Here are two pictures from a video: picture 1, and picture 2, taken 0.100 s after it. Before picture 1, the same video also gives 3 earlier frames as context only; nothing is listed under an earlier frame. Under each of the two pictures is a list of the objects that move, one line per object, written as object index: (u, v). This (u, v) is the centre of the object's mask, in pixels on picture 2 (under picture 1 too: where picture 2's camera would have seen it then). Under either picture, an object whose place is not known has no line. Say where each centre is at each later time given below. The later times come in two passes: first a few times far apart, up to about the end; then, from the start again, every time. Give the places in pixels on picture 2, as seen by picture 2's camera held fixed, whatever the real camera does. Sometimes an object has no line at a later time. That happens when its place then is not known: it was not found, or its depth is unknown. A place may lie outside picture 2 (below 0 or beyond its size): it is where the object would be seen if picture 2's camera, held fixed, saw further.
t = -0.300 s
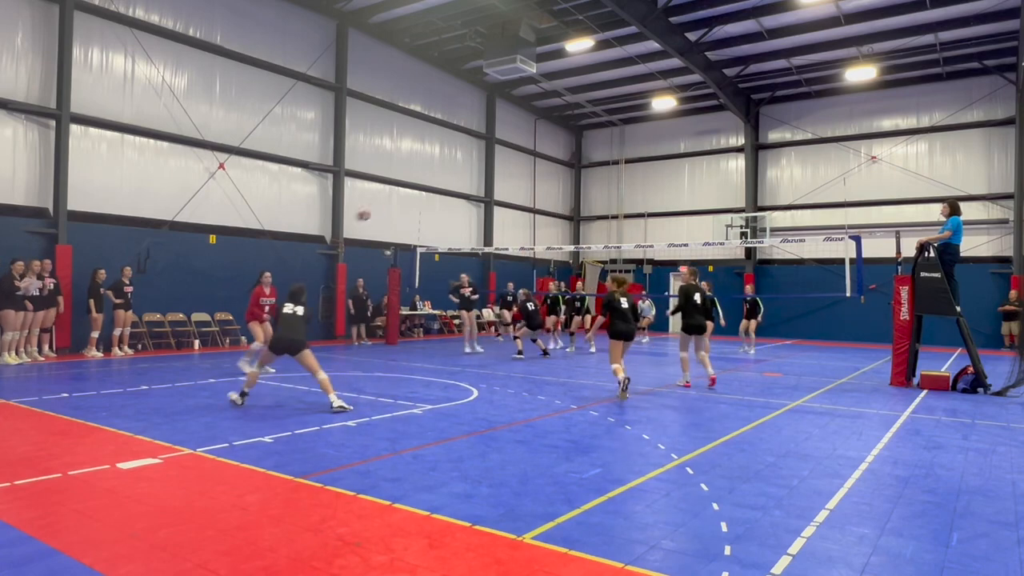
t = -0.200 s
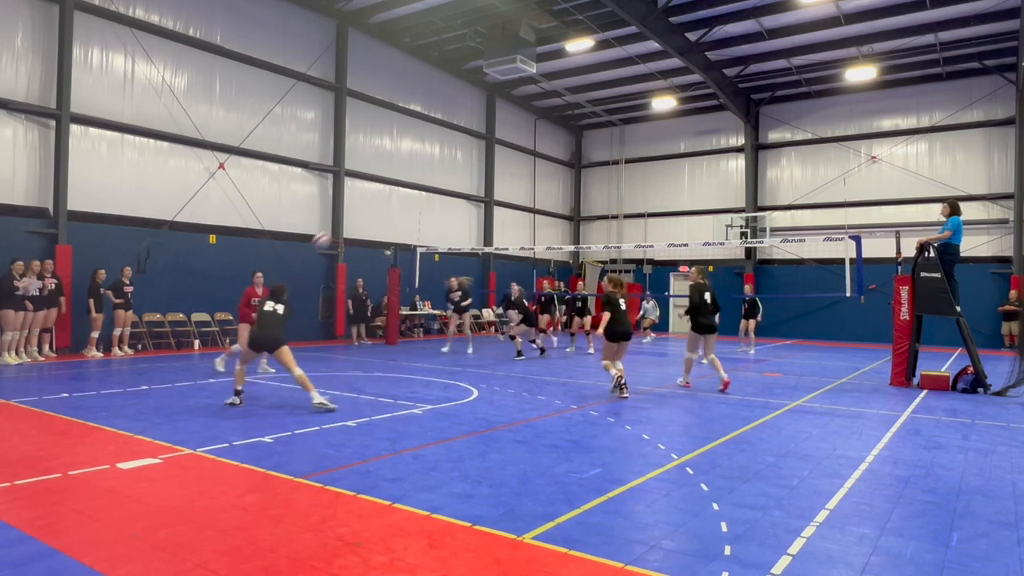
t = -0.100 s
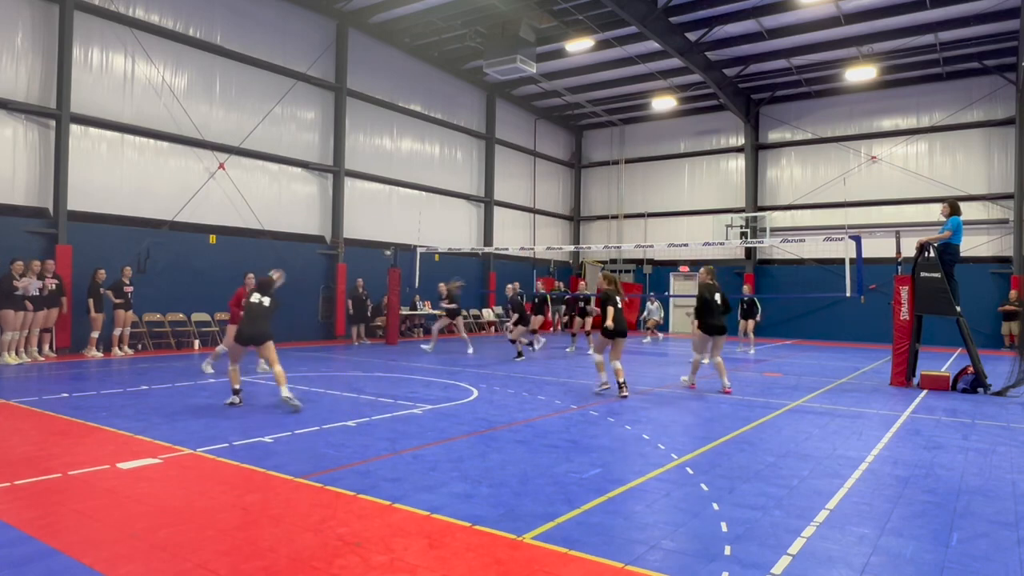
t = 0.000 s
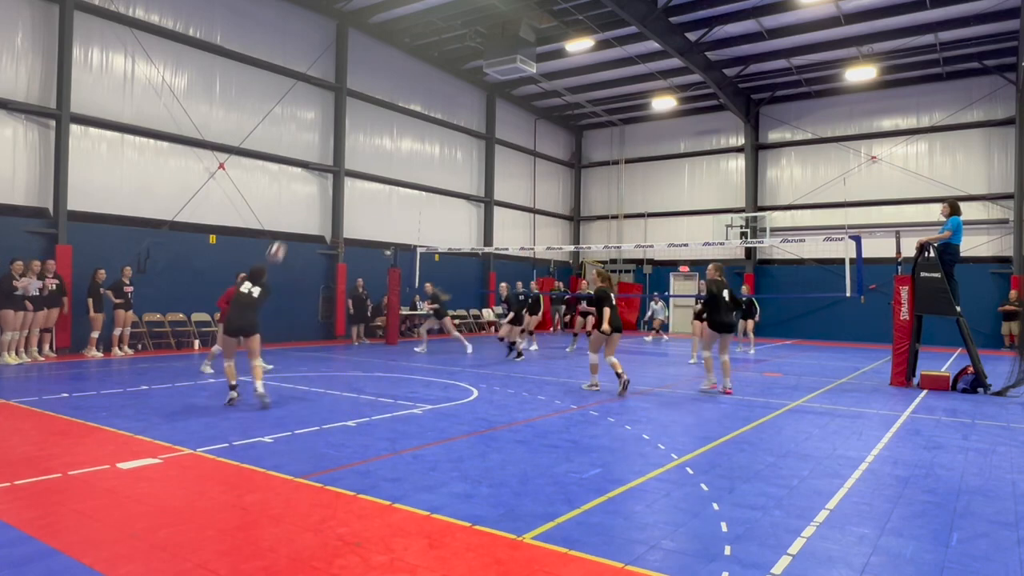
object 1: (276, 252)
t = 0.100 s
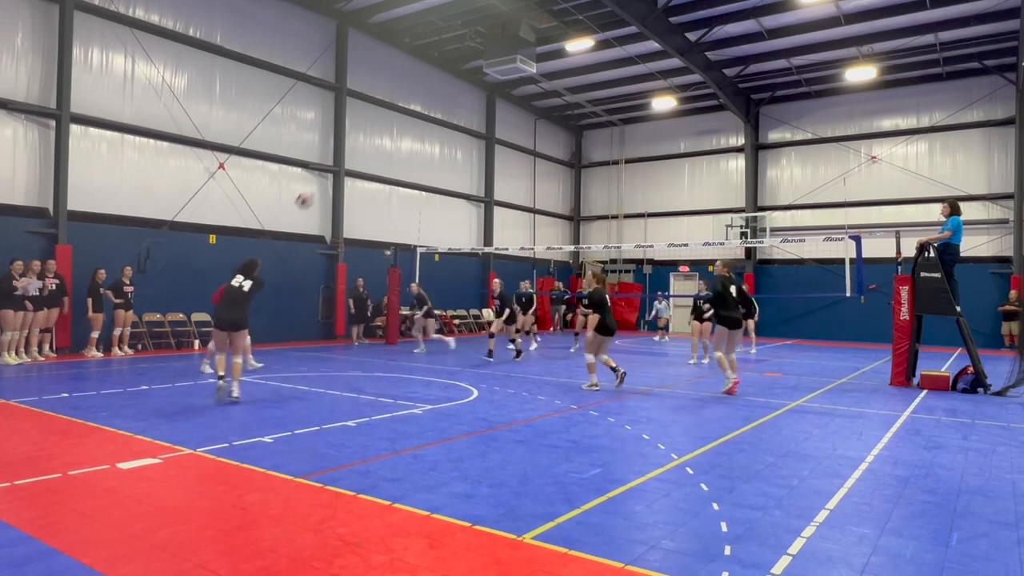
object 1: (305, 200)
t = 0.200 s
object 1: (332, 156)
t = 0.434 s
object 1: (387, 95)
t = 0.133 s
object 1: (314, 183)
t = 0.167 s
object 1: (323, 168)
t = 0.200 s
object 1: (332, 156)
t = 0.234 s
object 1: (340, 144)
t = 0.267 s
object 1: (349, 135)
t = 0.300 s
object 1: (357, 124)
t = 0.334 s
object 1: (364, 115)
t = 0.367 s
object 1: (373, 107)
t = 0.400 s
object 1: (380, 101)
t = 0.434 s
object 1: (387, 95)
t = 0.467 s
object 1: (394, 90)
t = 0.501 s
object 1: (401, 86)
